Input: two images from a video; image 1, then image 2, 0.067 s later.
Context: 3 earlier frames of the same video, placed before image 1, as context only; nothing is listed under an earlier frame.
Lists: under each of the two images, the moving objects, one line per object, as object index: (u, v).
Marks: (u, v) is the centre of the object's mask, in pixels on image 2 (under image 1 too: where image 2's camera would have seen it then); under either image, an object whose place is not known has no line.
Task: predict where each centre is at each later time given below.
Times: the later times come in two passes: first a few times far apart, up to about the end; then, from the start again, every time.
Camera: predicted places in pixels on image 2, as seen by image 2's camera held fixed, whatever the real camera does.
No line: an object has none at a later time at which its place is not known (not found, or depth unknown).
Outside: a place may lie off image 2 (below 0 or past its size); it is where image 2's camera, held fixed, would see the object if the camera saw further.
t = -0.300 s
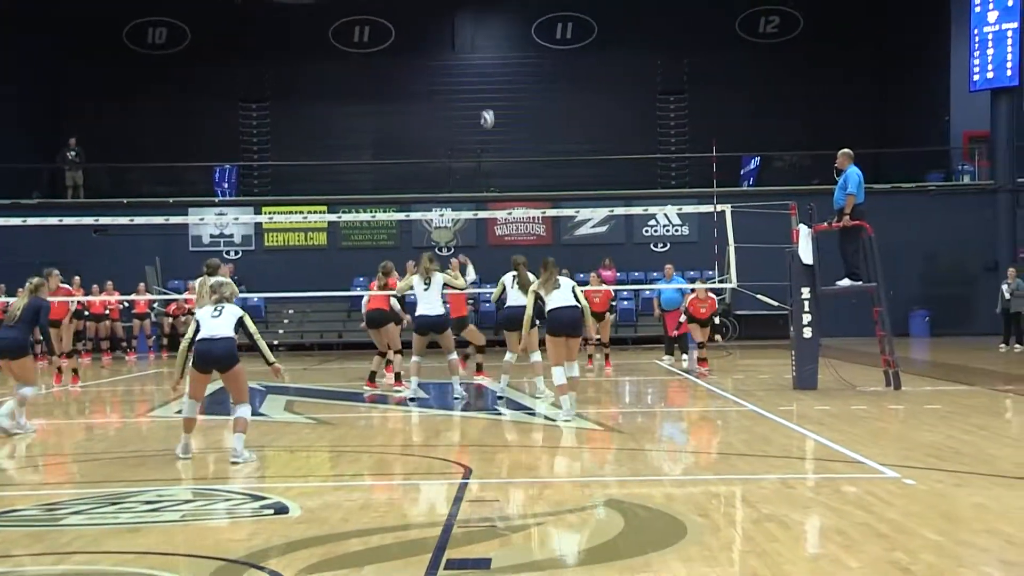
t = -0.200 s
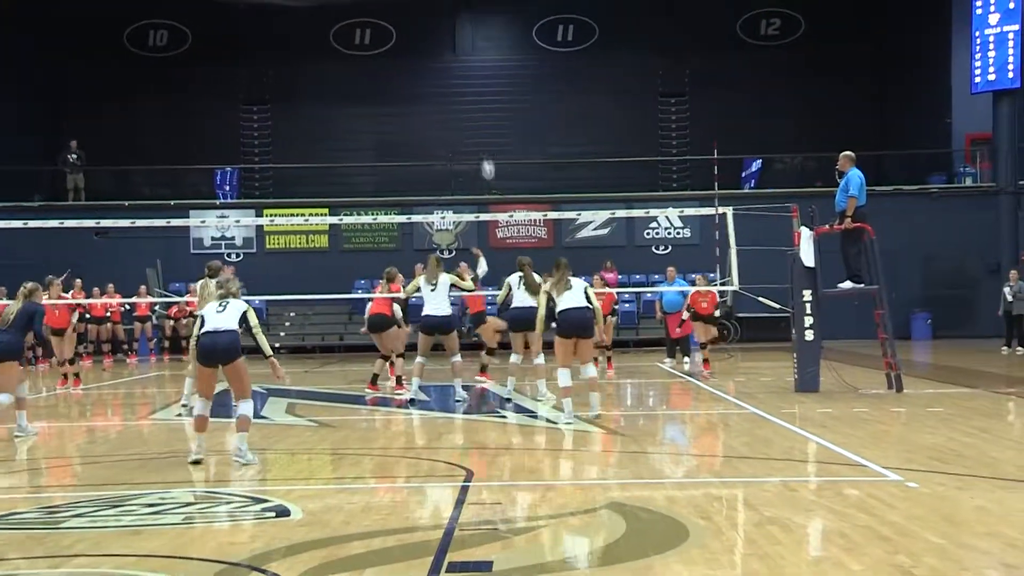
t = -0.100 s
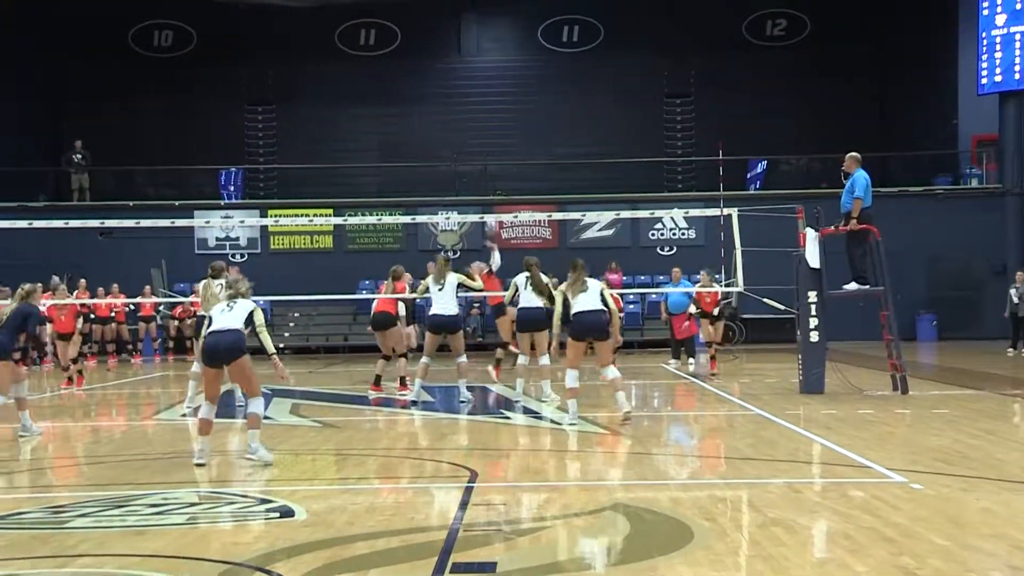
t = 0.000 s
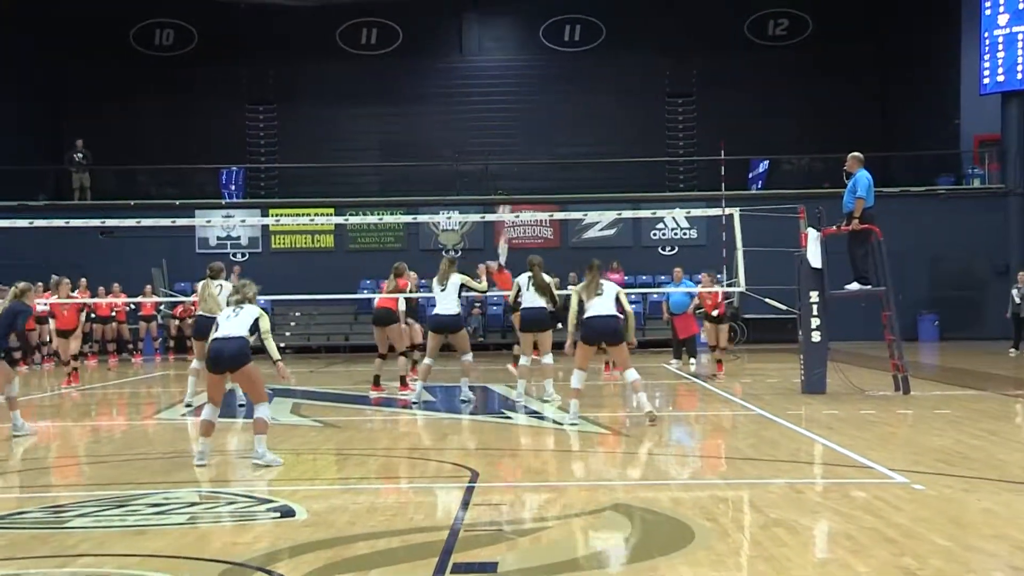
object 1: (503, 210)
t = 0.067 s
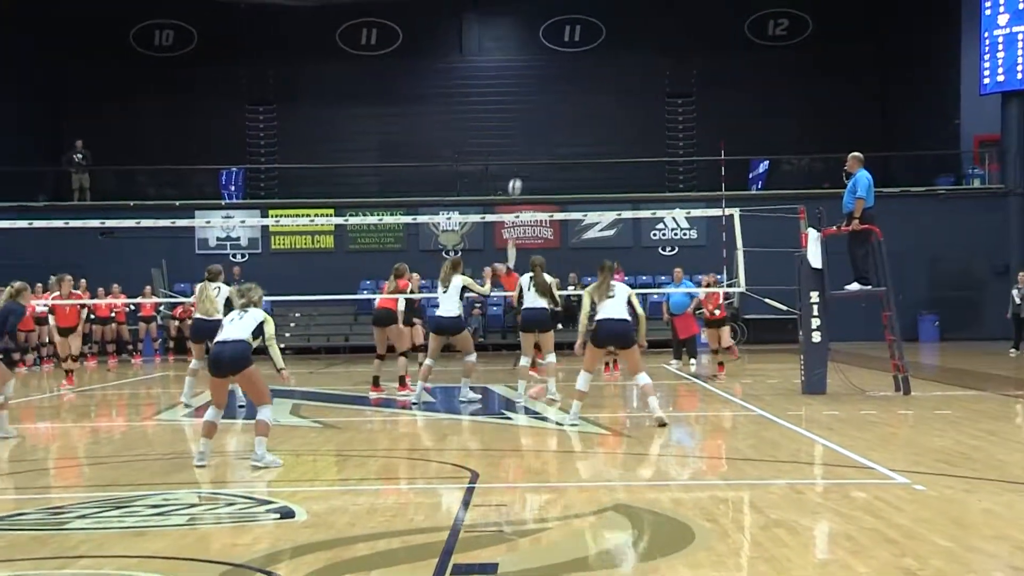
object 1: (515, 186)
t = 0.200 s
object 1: (535, 142)
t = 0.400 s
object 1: (571, 97)
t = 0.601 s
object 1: (598, 82)
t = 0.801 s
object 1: (628, 96)
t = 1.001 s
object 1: (661, 135)
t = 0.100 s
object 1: (520, 174)
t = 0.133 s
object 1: (525, 162)
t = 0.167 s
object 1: (530, 152)
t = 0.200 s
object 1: (535, 142)
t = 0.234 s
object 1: (541, 131)
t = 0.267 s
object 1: (548, 122)
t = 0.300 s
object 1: (554, 114)
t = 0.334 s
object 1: (560, 108)
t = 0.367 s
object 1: (566, 100)
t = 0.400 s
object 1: (571, 97)
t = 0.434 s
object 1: (576, 92)
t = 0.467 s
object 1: (581, 88)
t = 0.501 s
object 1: (585, 87)
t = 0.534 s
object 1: (588, 85)
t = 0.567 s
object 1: (593, 83)
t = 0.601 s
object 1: (598, 82)
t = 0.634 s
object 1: (603, 82)
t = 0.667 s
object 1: (609, 83)
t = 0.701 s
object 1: (614, 83)
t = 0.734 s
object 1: (618, 88)
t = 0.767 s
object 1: (623, 92)
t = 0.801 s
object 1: (628, 96)
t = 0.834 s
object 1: (634, 101)
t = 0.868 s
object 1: (639, 107)
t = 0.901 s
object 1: (644, 112)
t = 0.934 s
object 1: (650, 119)
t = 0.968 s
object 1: (655, 126)
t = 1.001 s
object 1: (661, 135)
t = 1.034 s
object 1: (668, 144)
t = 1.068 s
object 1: (674, 155)
